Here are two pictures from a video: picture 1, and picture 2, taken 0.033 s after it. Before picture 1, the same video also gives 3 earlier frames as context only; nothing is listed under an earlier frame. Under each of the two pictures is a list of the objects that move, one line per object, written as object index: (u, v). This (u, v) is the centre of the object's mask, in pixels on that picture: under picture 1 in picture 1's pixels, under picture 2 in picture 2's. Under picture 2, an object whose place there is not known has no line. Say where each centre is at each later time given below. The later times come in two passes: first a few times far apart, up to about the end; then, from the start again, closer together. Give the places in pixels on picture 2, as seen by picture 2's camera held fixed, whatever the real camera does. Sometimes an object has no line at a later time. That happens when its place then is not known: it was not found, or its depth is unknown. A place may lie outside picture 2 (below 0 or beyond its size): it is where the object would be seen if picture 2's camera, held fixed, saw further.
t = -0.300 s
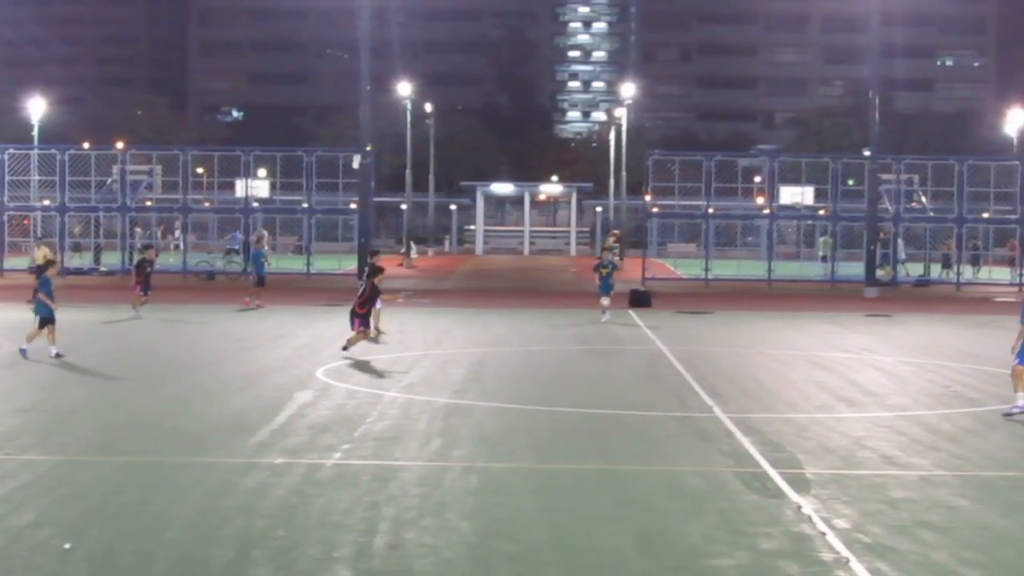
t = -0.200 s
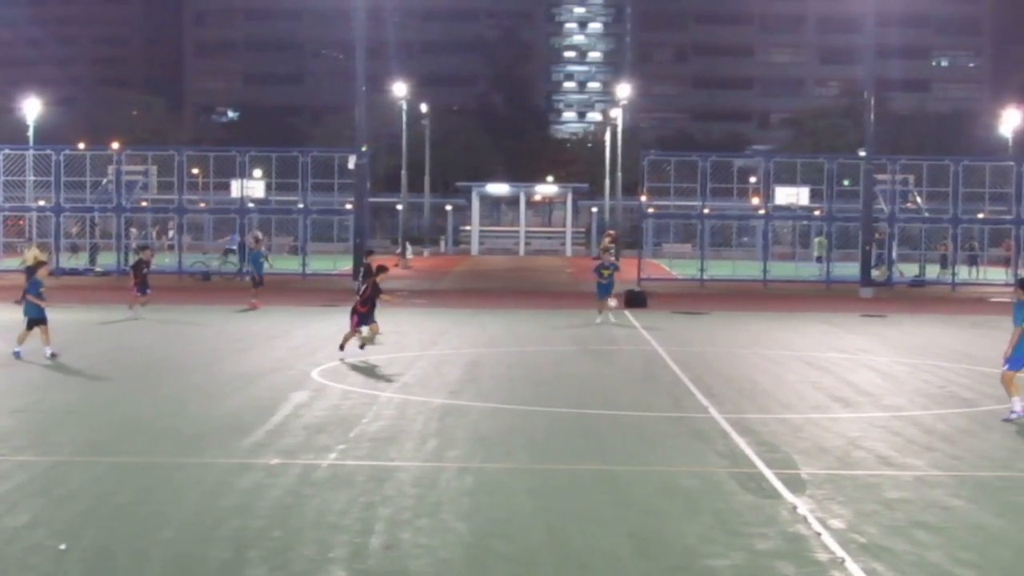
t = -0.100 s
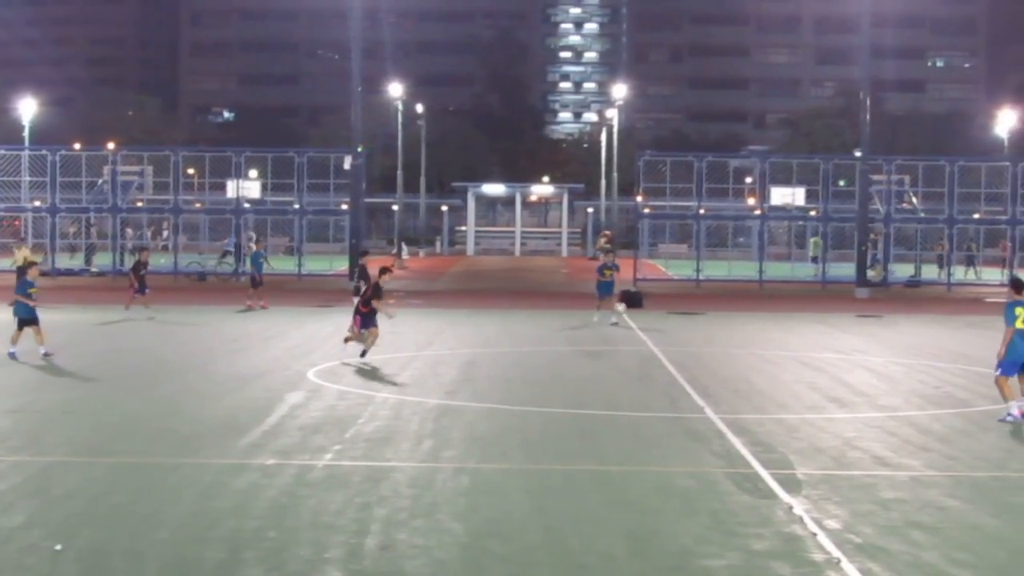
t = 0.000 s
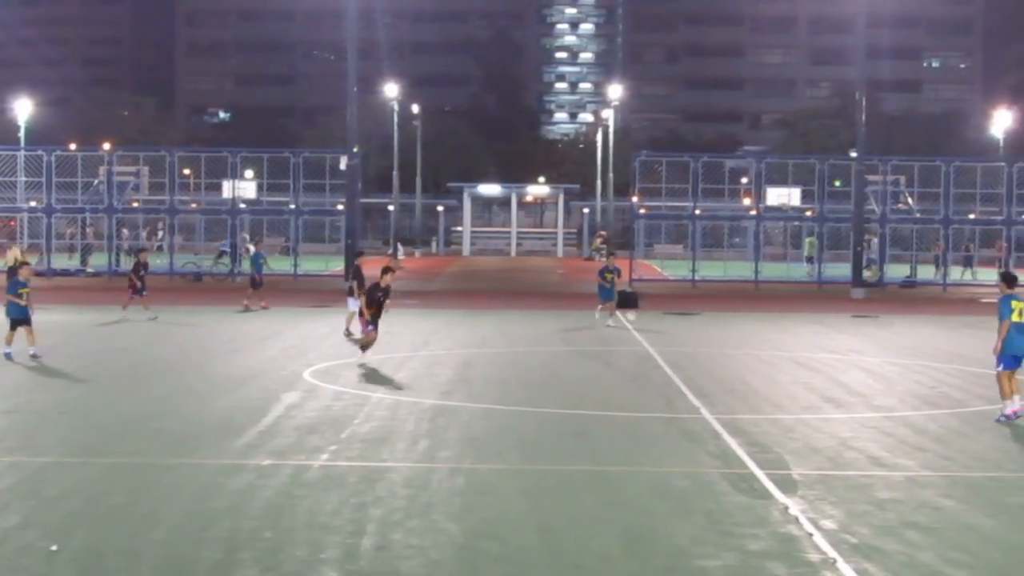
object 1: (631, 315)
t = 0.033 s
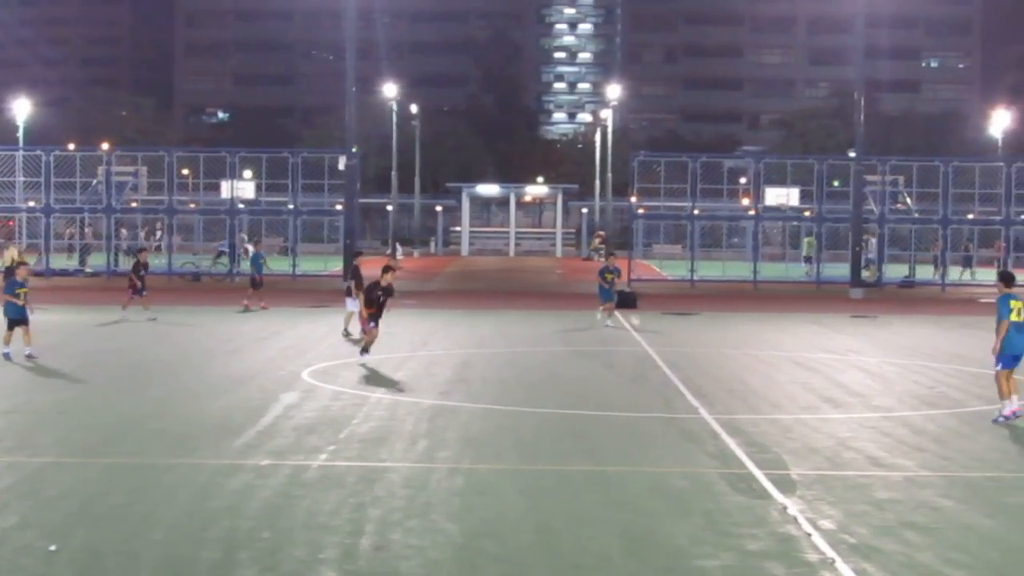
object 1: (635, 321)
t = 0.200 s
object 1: (665, 348)
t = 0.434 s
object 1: (713, 372)
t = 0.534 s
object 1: (732, 375)
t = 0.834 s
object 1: (793, 408)
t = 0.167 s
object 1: (659, 342)
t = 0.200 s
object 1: (665, 348)
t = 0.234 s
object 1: (671, 354)
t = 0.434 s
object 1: (713, 372)
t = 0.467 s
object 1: (719, 372)
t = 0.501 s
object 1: (725, 374)
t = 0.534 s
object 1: (732, 375)
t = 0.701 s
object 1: (767, 402)
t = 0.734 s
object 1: (775, 413)
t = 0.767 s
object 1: (781, 412)
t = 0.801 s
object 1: (787, 409)
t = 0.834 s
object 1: (793, 408)
